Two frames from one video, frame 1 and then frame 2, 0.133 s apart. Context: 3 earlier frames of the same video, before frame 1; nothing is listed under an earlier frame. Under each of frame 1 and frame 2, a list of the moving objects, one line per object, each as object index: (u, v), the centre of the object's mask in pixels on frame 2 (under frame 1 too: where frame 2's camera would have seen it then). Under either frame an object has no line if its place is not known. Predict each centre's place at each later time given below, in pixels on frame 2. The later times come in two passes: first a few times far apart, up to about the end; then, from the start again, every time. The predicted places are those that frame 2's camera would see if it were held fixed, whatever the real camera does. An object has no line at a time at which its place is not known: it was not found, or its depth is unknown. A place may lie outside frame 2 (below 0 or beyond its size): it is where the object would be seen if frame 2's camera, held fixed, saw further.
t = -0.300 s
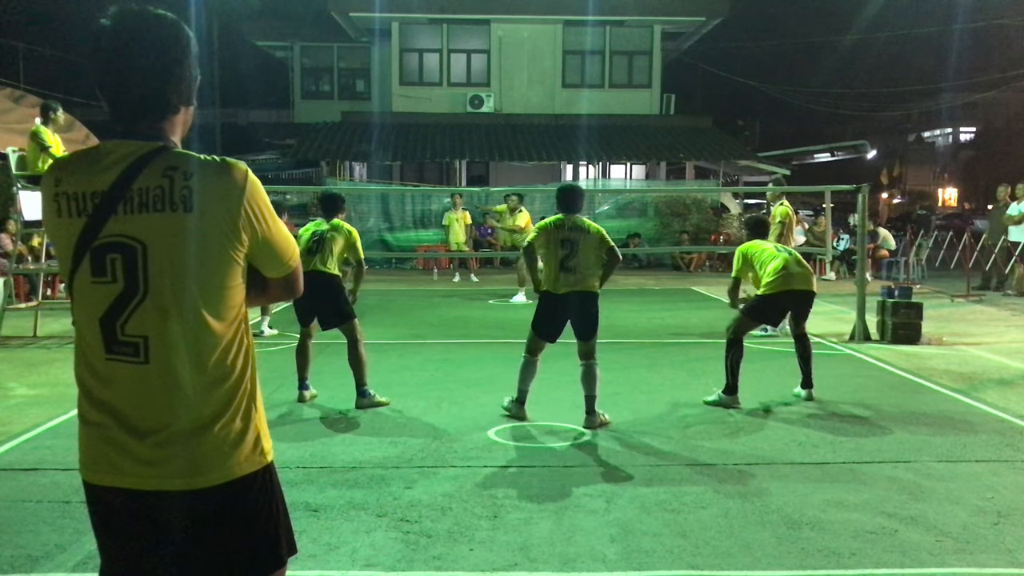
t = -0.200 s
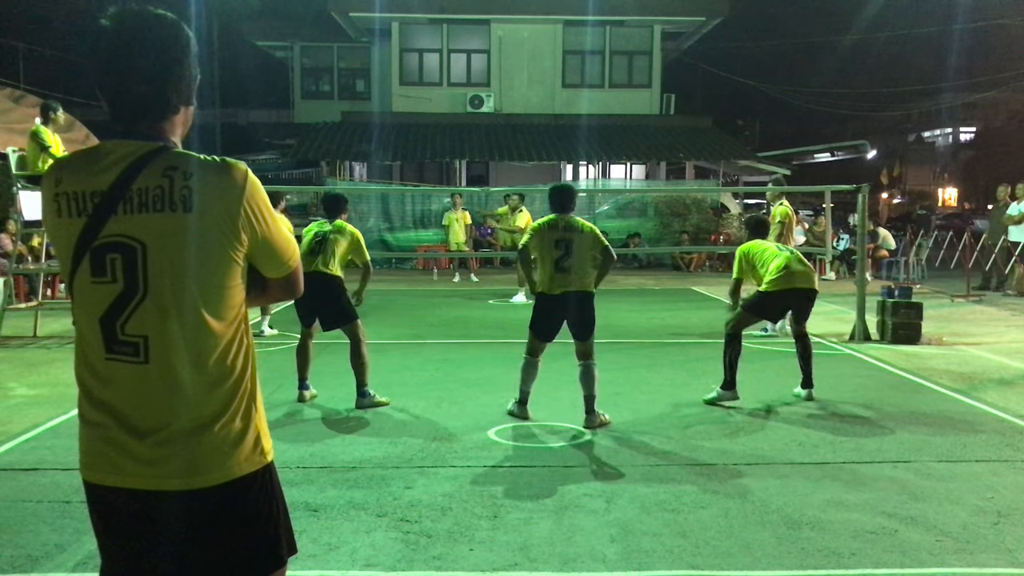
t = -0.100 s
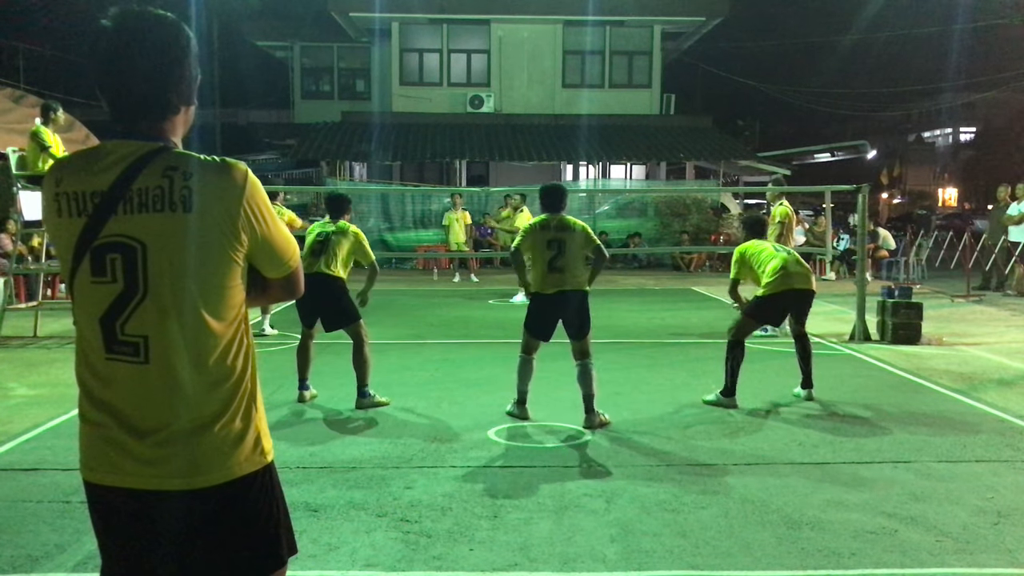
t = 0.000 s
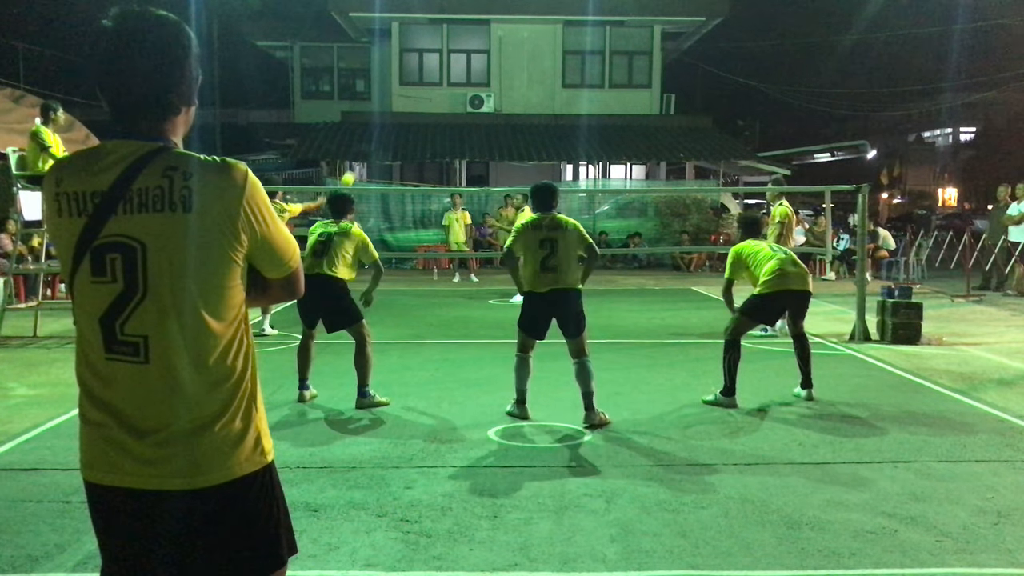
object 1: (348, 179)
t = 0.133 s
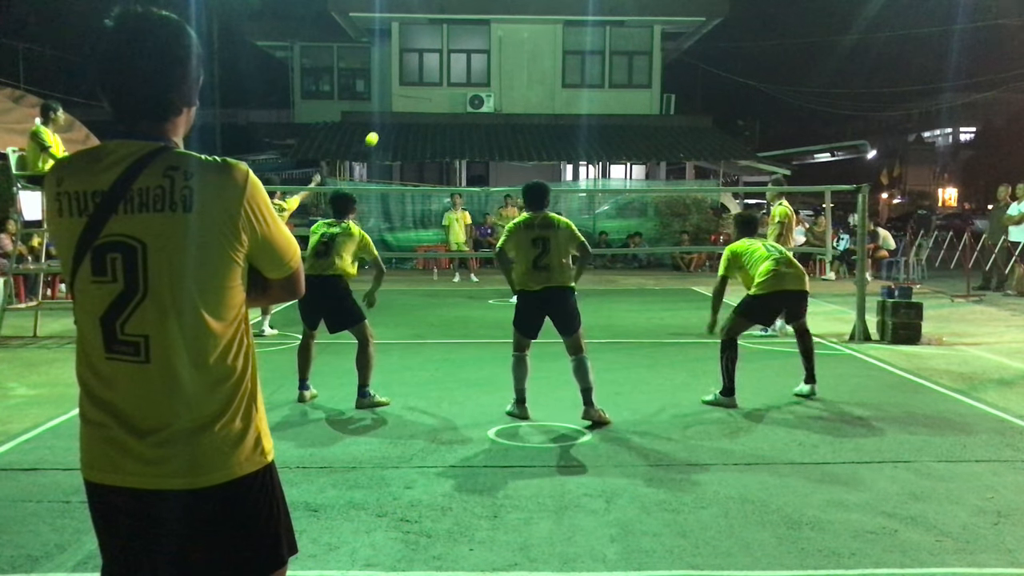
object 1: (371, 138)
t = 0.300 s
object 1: (398, 112)
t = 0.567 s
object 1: (437, 119)
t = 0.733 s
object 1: (458, 151)
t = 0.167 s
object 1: (376, 131)
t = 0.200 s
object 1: (381, 123)
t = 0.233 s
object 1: (386, 119)
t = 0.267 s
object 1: (392, 116)
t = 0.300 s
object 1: (398, 112)
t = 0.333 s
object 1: (404, 110)
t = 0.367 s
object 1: (408, 109)
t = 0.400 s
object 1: (413, 108)
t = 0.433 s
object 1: (419, 109)
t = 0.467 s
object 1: (423, 110)
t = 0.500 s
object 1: (428, 112)
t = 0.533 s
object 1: (433, 116)
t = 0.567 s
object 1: (437, 119)
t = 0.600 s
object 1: (441, 124)
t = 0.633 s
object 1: (446, 130)
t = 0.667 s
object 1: (450, 136)
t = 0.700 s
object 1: (454, 143)
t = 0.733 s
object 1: (458, 151)
